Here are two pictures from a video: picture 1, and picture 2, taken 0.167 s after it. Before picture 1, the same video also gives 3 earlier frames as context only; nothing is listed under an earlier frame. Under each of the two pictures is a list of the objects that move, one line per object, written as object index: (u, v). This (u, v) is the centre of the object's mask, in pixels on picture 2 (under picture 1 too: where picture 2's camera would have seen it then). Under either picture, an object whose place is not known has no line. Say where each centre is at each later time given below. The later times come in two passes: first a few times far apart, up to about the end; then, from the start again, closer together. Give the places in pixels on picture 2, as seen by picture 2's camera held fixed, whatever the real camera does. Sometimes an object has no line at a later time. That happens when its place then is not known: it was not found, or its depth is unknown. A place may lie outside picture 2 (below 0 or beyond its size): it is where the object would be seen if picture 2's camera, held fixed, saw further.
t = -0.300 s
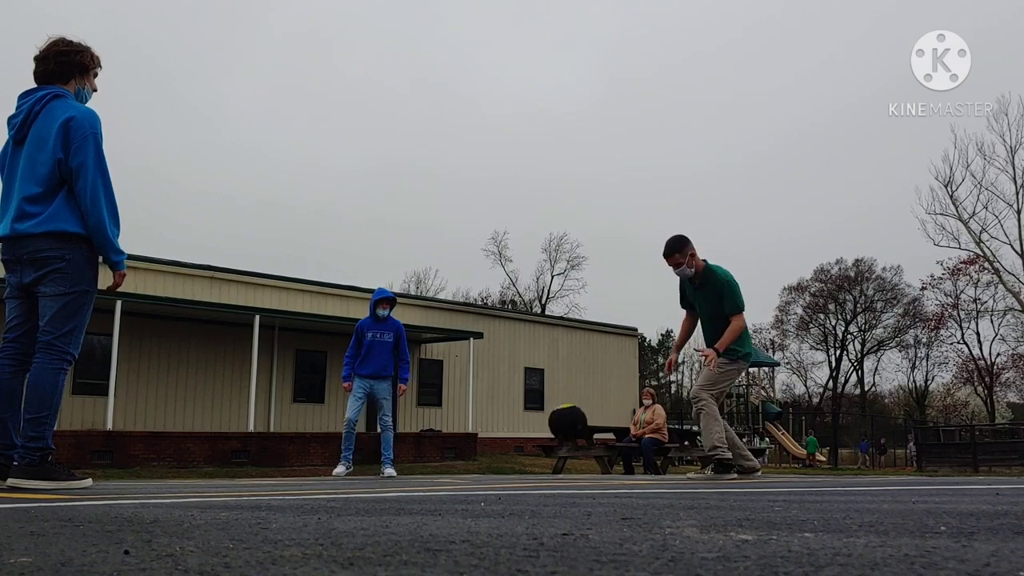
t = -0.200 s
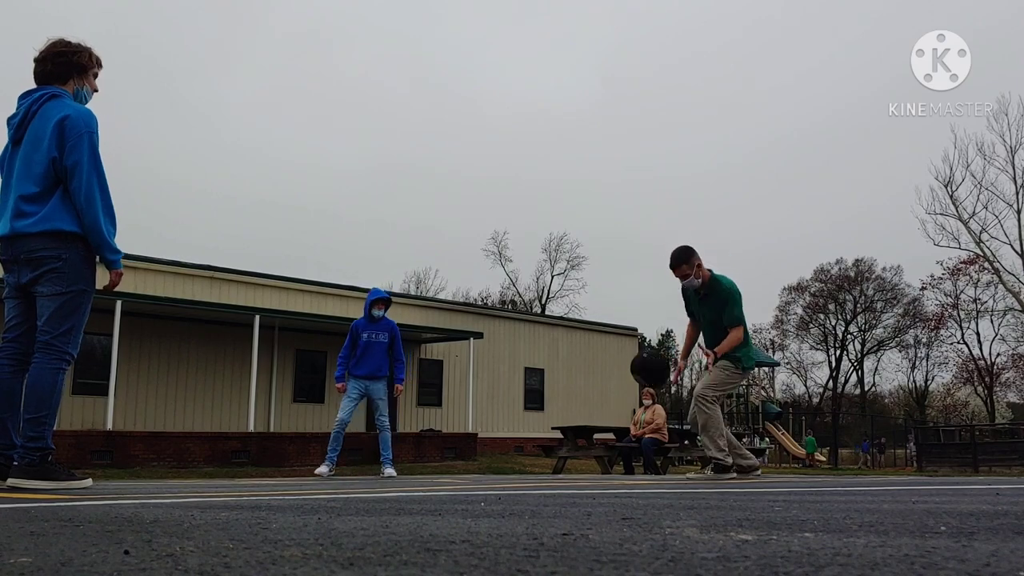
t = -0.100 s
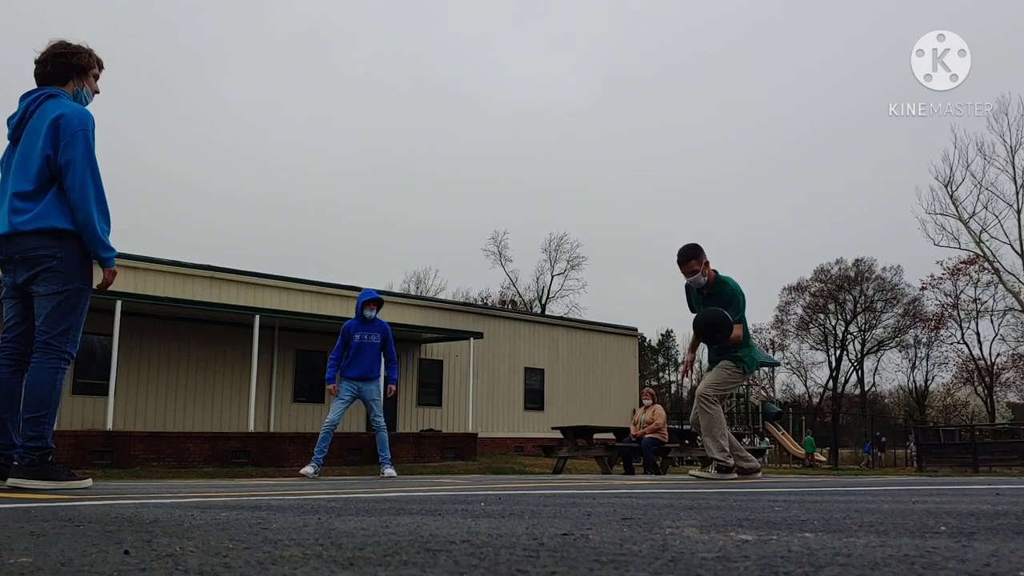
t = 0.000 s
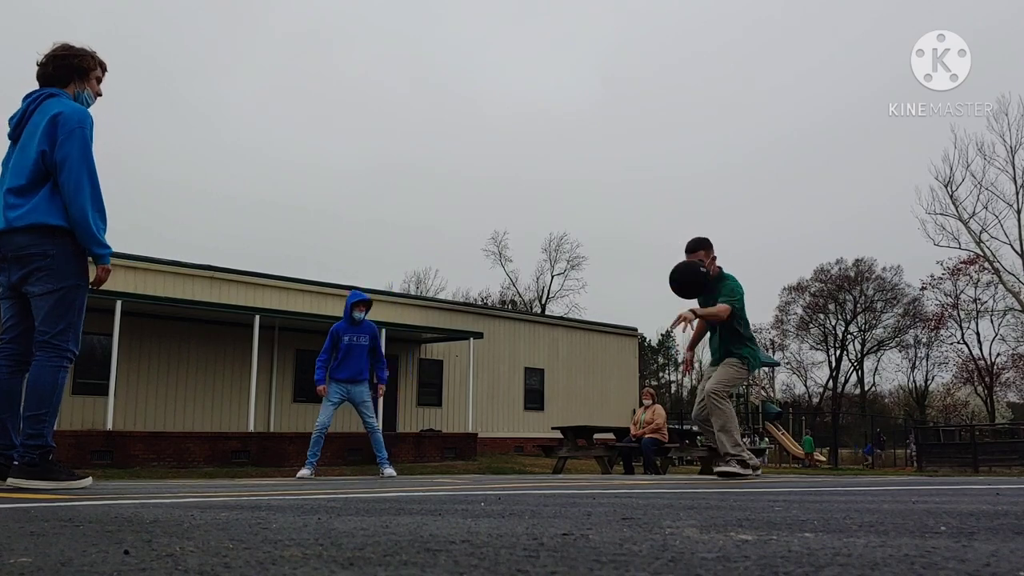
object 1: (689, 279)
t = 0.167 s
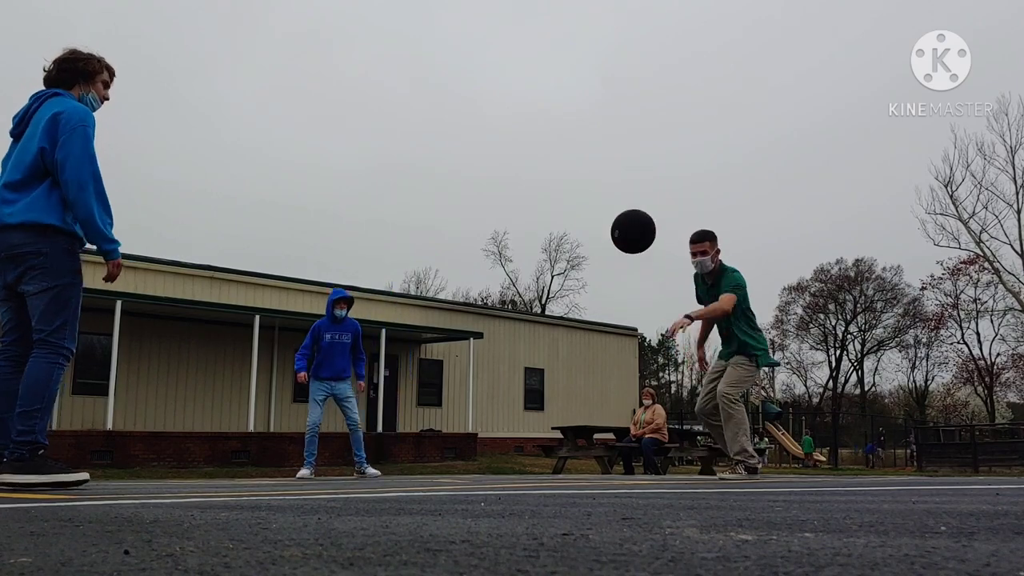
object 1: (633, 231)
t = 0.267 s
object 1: (594, 223)
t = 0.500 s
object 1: (478, 290)
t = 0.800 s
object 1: (322, 358)
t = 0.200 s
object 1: (621, 226)
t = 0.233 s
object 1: (608, 224)
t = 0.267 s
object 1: (594, 223)
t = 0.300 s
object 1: (580, 224)
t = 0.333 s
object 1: (565, 229)
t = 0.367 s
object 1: (549, 235)
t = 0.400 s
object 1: (533, 244)
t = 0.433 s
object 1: (515, 256)
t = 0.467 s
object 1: (497, 271)
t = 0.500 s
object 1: (478, 290)
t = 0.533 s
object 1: (457, 313)
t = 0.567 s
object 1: (435, 341)
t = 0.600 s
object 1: (410, 374)
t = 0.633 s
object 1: (383, 411)
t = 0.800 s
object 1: (322, 358)
